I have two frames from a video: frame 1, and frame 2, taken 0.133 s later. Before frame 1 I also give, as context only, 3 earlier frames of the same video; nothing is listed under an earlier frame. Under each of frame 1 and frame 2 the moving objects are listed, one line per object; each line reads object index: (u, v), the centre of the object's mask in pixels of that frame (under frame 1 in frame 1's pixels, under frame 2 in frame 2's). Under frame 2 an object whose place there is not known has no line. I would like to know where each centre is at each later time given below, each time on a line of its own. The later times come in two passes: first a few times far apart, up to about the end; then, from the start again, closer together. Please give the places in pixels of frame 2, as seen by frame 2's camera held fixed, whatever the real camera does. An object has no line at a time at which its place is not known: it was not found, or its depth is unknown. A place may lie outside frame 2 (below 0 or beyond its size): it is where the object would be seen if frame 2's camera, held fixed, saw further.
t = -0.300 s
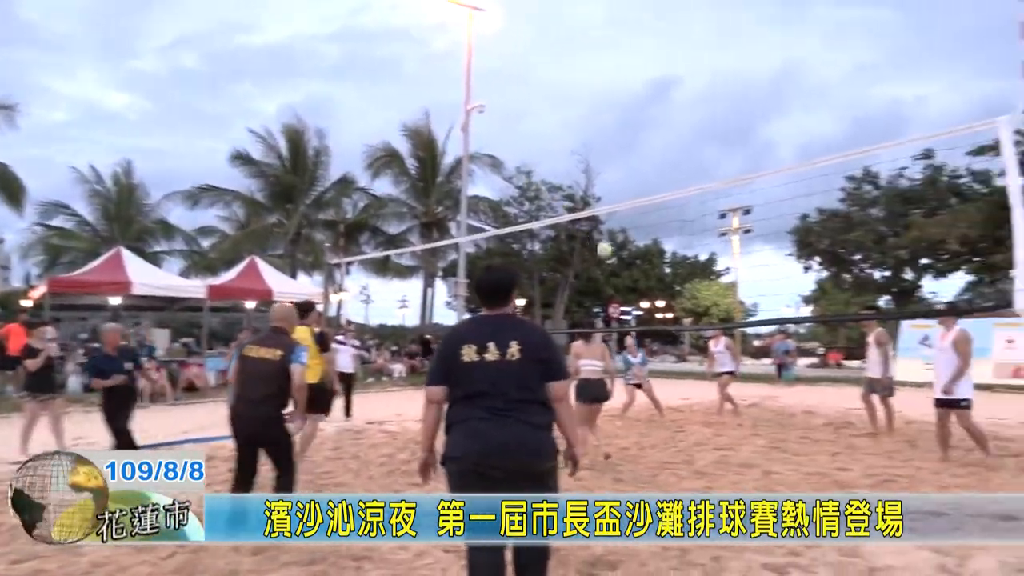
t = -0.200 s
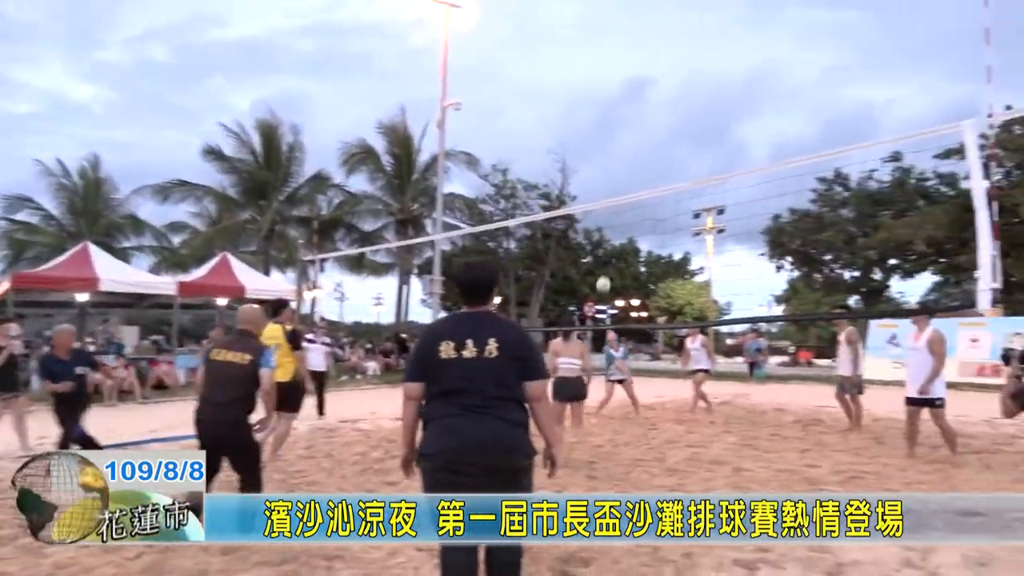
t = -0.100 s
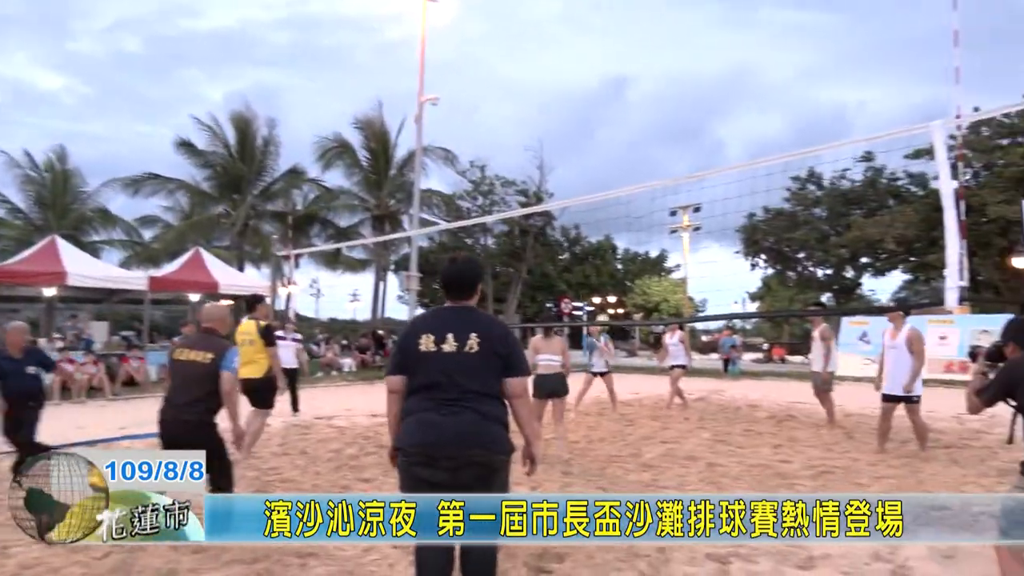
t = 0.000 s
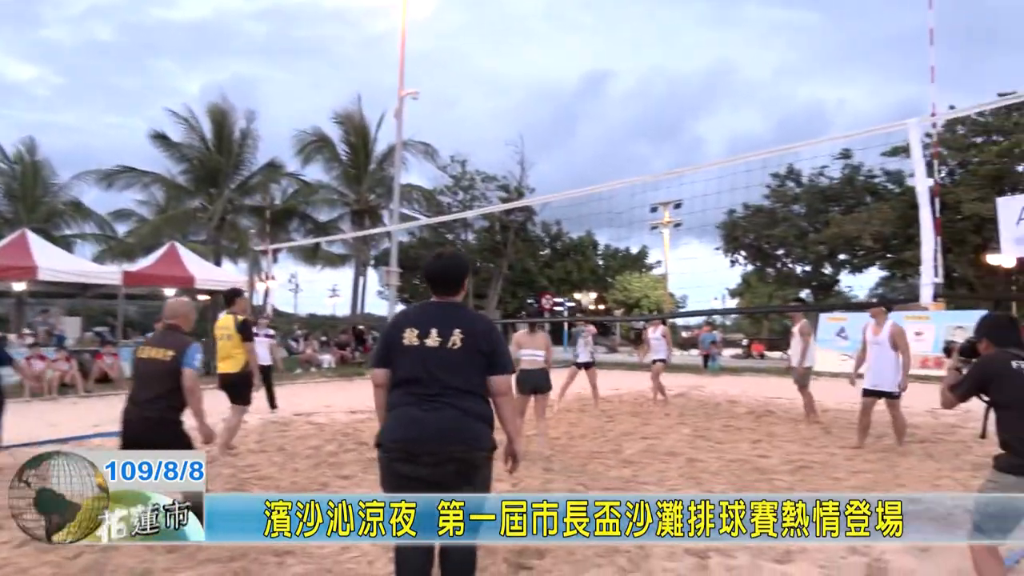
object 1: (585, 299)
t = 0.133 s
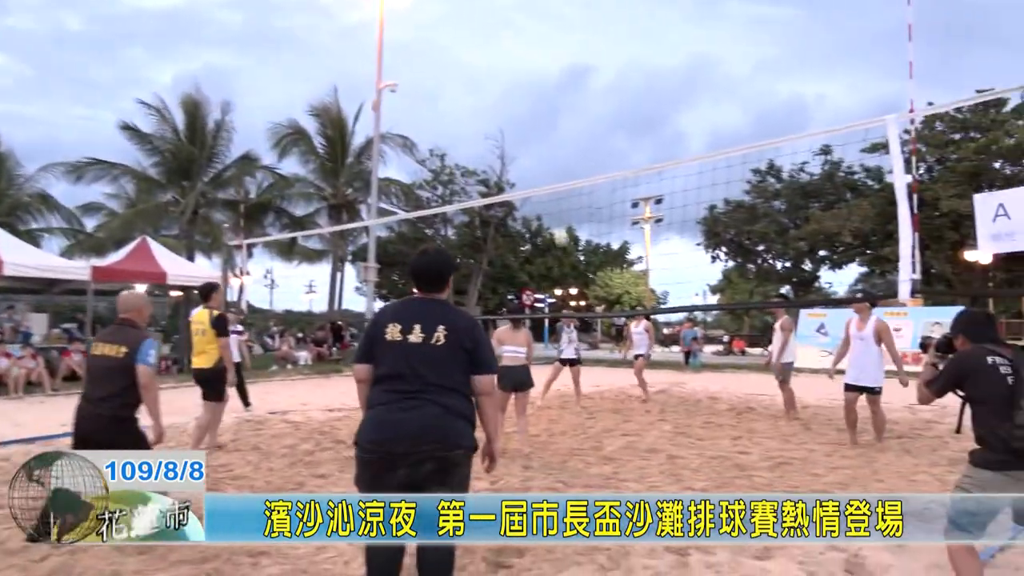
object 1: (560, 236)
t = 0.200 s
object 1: (556, 209)
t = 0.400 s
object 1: (544, 148)
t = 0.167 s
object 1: (558, 222)
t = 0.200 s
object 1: (556, 209)
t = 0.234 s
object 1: (554, 197)
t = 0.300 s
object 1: (551, 177)
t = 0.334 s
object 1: (548, 167)
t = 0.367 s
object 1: (546, 156)
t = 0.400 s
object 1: (544, 148)
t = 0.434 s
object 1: (543, 138)
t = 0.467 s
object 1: (539, 132)
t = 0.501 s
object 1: (537, 125)
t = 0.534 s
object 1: (536, 118)
